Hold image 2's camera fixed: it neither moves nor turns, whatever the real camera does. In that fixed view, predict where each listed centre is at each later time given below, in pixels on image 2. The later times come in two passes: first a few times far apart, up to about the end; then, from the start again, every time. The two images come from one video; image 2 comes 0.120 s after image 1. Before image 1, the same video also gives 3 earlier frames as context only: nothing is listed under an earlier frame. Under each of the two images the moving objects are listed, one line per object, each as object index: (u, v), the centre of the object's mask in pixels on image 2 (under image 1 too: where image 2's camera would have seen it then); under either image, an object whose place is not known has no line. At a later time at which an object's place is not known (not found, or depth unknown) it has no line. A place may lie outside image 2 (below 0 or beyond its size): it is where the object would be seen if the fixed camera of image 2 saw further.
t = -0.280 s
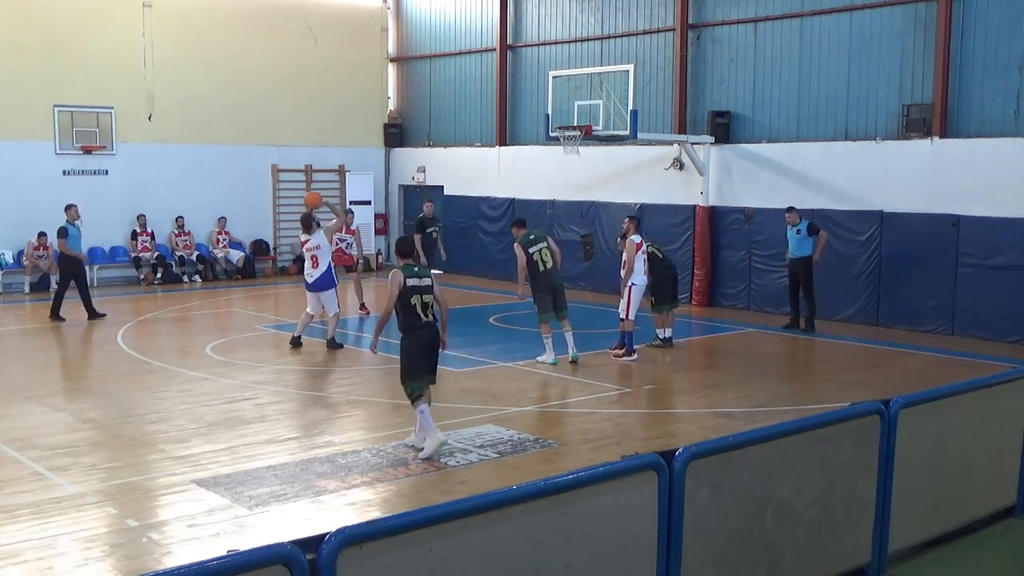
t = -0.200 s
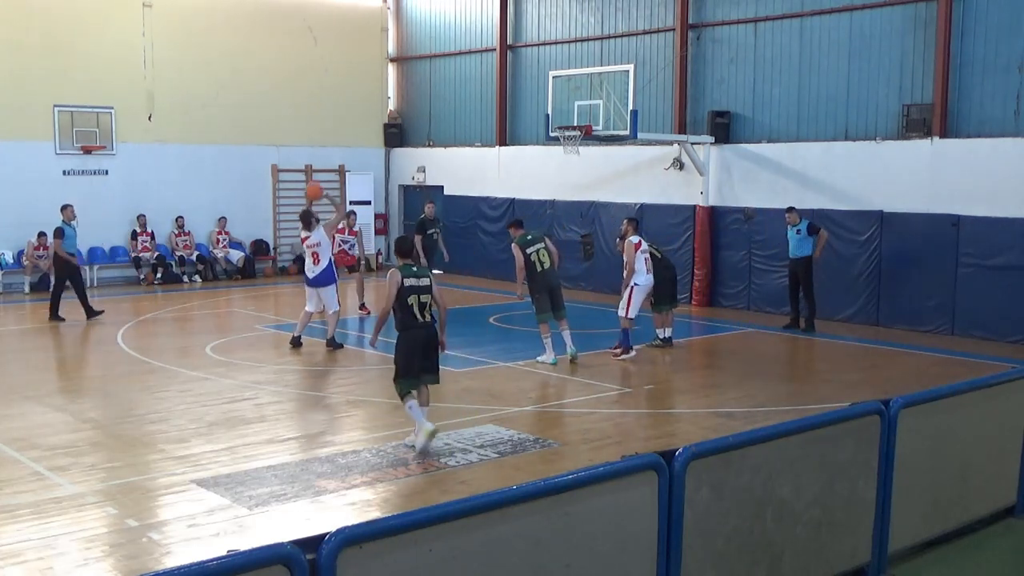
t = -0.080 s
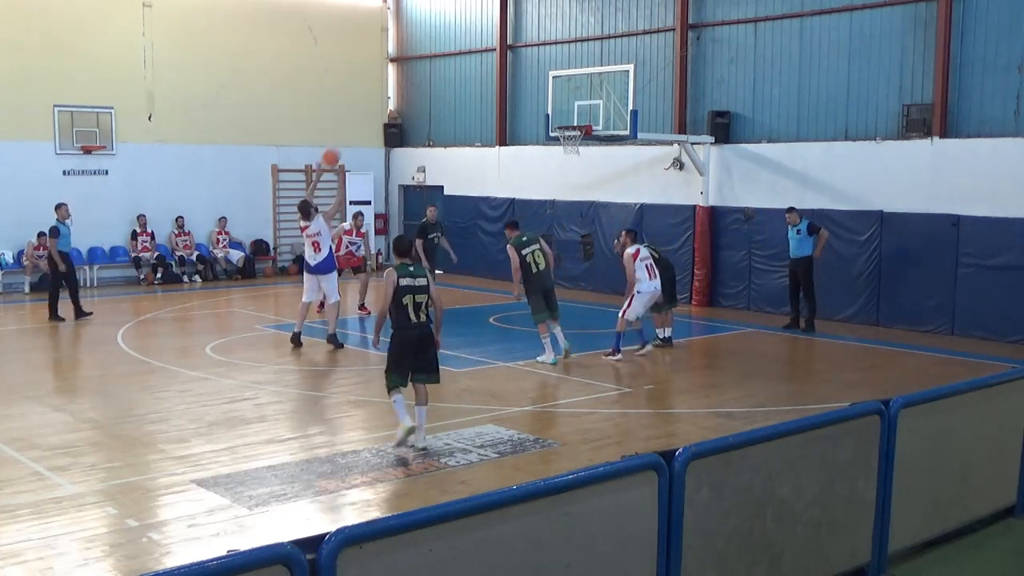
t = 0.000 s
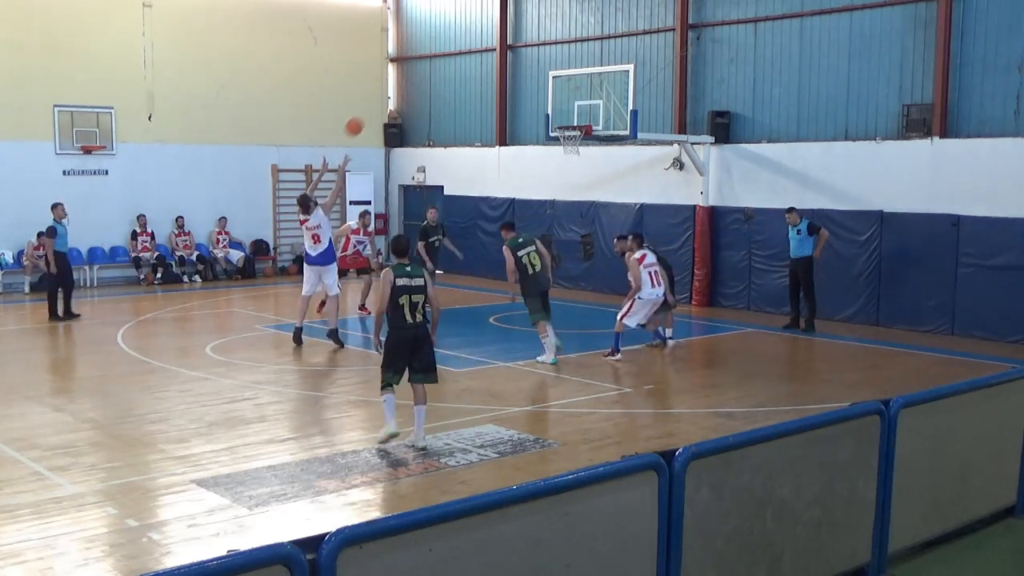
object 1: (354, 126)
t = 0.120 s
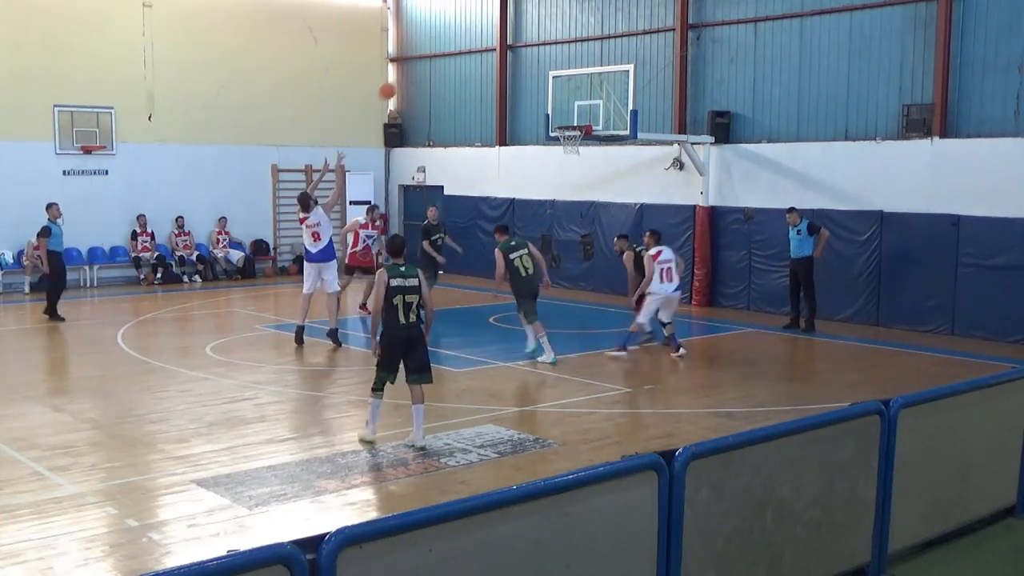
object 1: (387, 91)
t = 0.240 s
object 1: (419, 65)
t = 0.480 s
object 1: (480, 46)
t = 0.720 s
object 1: (533, 67)
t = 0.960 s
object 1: (581, 118)
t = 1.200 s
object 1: (581, 76)
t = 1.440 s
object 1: (576, 74)
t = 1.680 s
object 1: (571, 108)
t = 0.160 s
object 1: (398, 81)
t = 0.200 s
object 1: (408, 72)
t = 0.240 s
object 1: (419, 65)
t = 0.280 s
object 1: (430, 59)
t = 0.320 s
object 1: (441, 55)
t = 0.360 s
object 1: (451, 50)
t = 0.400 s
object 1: (460, 48)
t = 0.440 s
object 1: (470, 47)
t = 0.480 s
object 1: (480, 46)
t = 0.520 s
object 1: (489, 47)
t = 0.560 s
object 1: (499, 49)
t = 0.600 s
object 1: (507, 53)
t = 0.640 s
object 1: (516, 57)
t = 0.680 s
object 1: (524, 61)
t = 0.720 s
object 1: (533, 67)
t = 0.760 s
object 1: (542, 74)
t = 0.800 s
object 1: (550, 82)
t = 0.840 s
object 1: (558, 91)
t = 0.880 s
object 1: (566, 100)
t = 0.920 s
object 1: (575, 111)
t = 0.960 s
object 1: (581, 118)
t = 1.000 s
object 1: (582, 107)
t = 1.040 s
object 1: (582, 97)
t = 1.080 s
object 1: (582, 90)
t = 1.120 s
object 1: (582, 84)
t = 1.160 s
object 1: (581, 80)
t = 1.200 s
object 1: (581, 76)
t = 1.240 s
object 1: (580, 73)
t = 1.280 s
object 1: (579, 71)
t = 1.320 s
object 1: (578, 70)
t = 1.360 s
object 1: (578, 71)
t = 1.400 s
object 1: (577, 72)
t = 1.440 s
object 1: (576, 74)
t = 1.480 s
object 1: (576, 77)
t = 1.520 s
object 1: (574, 82)
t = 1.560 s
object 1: (574, 86)
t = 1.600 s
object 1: (572, 92)
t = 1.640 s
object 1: (572, 100)
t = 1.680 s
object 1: (571, 108)
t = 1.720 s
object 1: (570, 117)
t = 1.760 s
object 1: (569, 127)
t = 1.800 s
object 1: (570, 136)
